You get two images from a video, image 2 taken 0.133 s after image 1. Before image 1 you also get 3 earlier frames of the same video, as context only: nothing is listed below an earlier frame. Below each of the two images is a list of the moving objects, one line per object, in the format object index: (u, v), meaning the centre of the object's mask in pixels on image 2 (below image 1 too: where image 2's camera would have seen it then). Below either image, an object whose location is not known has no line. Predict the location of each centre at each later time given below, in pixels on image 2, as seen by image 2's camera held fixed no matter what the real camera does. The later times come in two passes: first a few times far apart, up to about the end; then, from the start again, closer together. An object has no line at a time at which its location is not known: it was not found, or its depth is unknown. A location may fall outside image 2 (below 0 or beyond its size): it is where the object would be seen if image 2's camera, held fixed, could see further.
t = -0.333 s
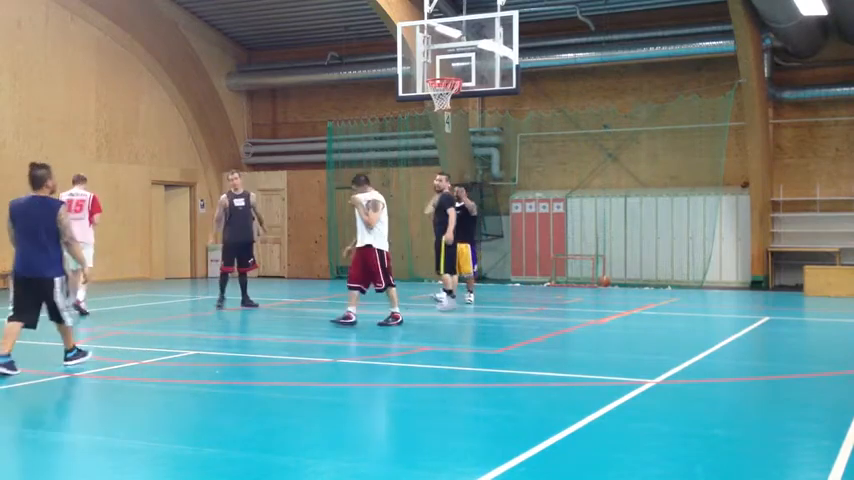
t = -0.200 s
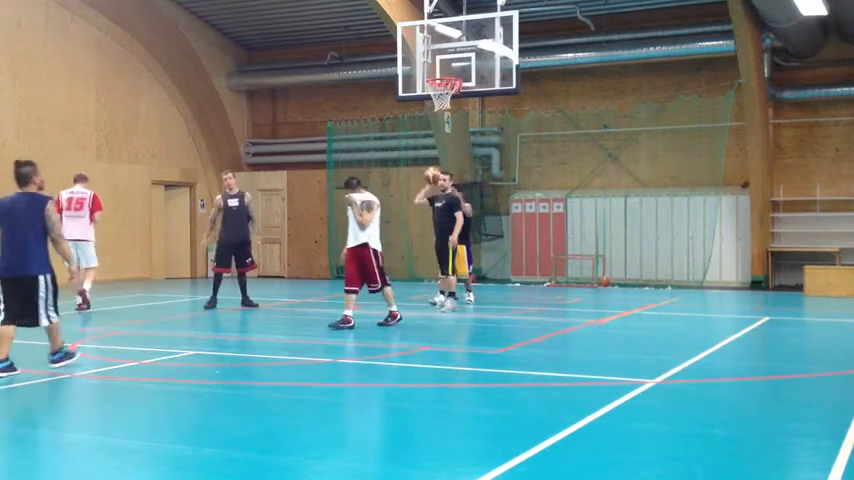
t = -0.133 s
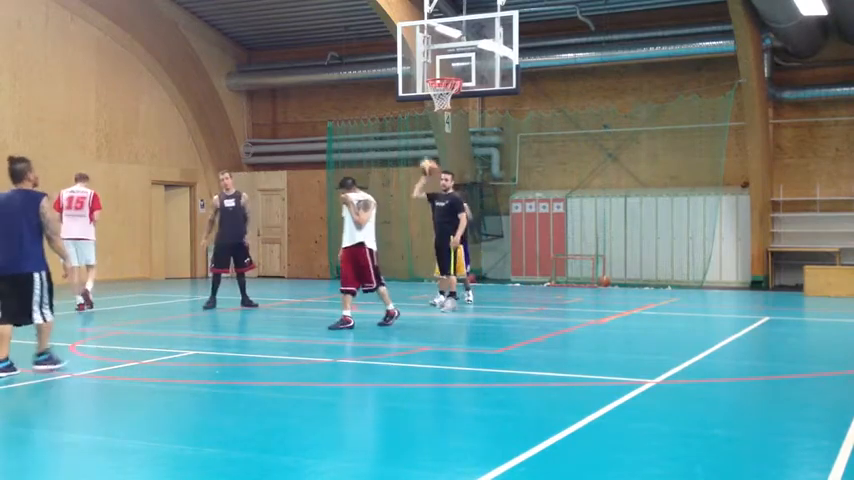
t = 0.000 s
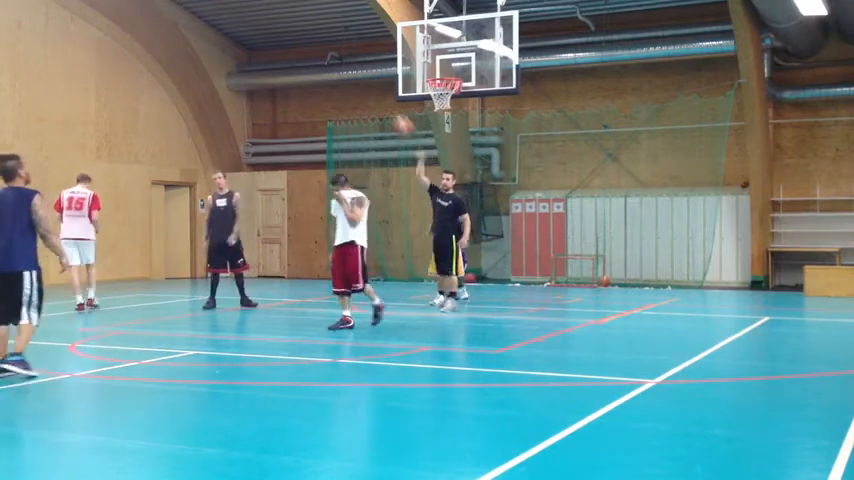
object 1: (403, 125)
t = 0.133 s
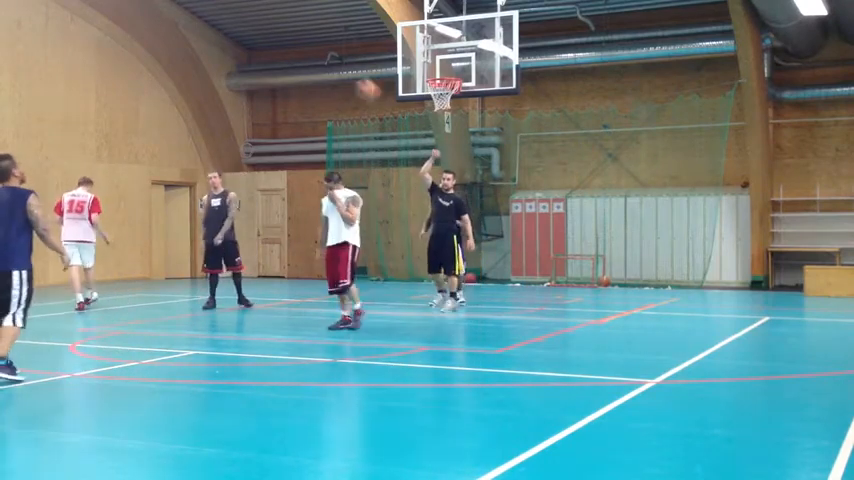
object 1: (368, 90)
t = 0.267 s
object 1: (328, 62)
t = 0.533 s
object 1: (232, 50)
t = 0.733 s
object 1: (143, 92)
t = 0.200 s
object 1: (349, 75)
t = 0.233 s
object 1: (338, 67)
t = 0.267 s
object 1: (328, 62)
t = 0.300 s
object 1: (318, 56)
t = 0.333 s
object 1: (306, 53)
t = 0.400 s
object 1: (282, 48)
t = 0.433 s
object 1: (270, 47)
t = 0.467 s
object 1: (257, 47)
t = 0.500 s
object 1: (245, 48)
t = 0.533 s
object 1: (232, 50)
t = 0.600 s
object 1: (204, 58)
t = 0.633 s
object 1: (188, 64)
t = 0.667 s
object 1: (174, 70)
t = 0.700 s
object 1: (158, 78)
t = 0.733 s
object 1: (143, 92)
